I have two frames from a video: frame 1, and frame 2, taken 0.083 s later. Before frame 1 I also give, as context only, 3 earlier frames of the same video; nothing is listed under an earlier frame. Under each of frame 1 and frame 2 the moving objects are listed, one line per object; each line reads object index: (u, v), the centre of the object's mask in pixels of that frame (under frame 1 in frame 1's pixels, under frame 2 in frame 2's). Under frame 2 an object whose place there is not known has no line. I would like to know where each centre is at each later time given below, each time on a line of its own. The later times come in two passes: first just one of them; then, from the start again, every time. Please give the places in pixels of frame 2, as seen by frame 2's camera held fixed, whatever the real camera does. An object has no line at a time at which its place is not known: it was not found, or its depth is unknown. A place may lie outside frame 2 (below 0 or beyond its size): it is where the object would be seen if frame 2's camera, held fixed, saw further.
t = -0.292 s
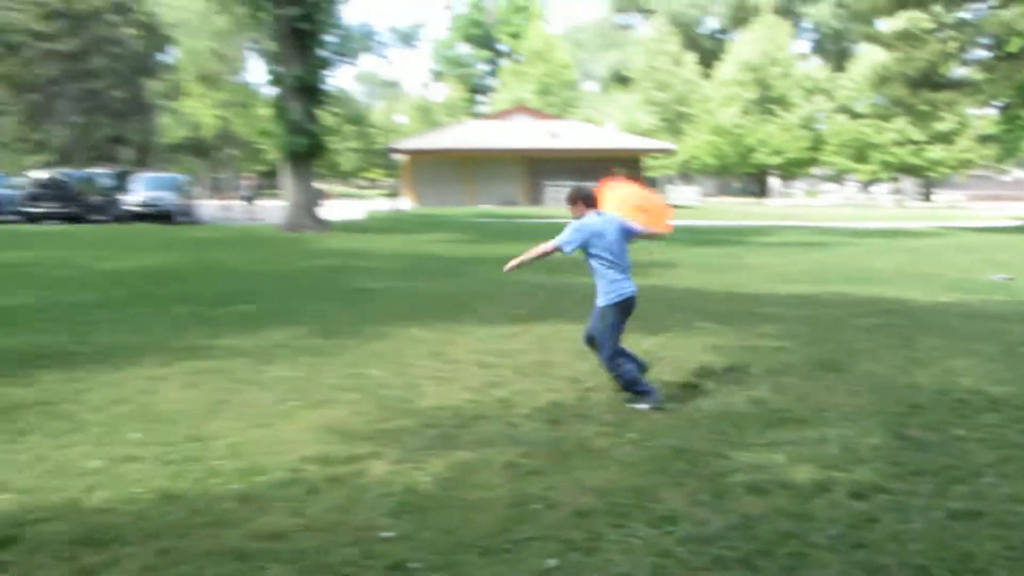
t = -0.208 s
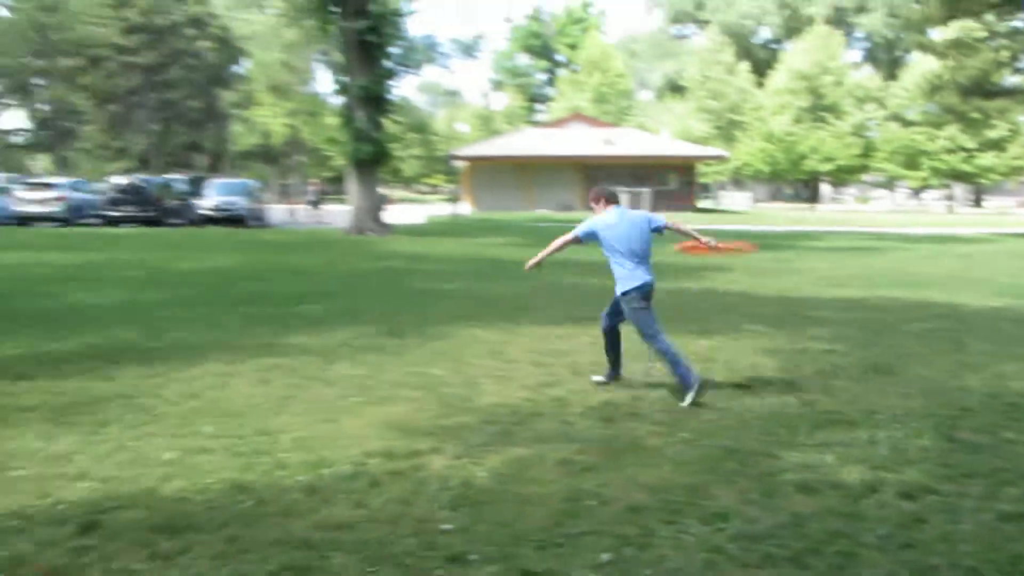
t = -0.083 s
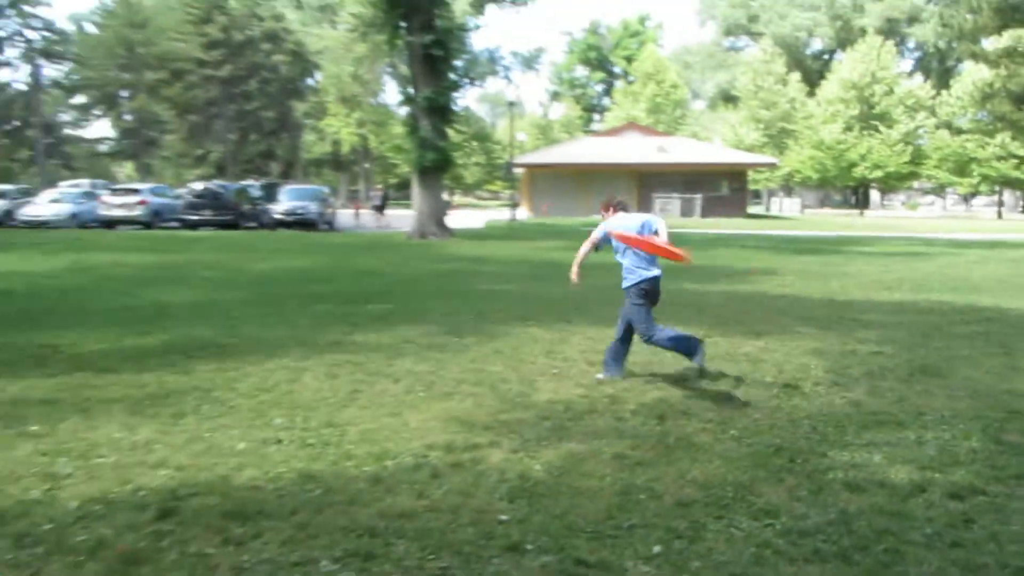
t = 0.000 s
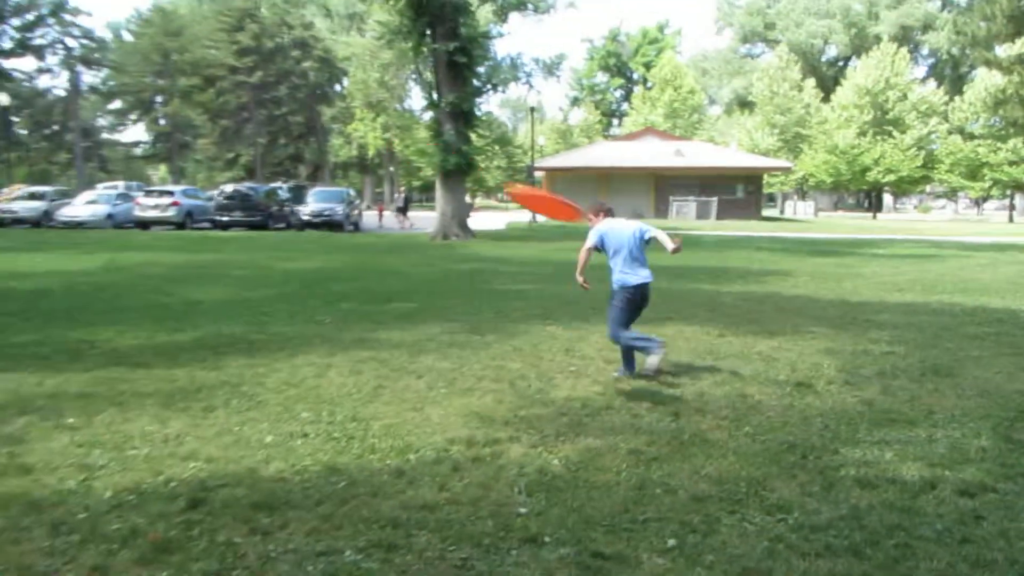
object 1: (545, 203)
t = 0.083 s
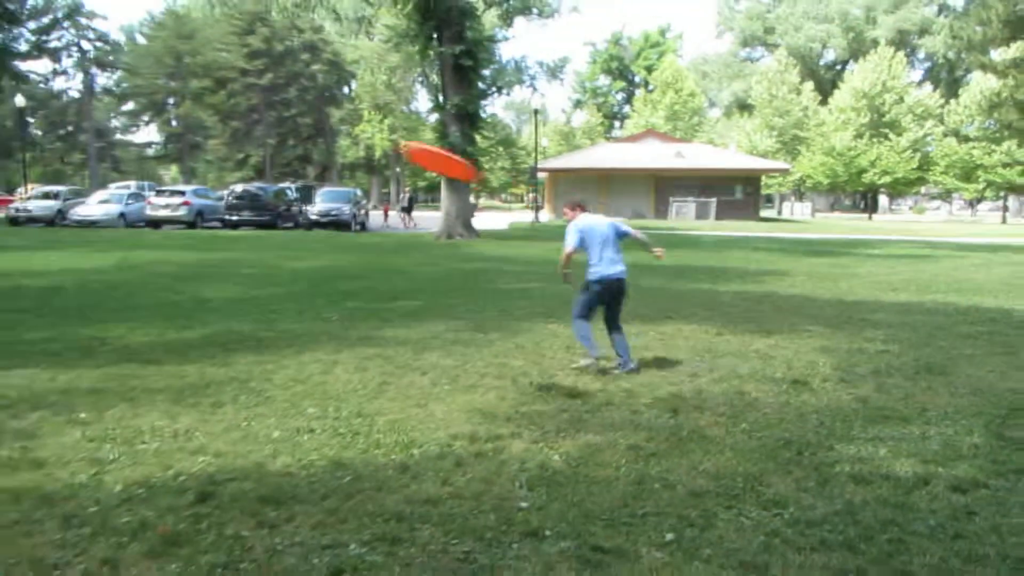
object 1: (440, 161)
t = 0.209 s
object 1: (286, 97)
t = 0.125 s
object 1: (388, 138)
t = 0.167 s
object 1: (333, 117)
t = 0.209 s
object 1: (286, 97)
